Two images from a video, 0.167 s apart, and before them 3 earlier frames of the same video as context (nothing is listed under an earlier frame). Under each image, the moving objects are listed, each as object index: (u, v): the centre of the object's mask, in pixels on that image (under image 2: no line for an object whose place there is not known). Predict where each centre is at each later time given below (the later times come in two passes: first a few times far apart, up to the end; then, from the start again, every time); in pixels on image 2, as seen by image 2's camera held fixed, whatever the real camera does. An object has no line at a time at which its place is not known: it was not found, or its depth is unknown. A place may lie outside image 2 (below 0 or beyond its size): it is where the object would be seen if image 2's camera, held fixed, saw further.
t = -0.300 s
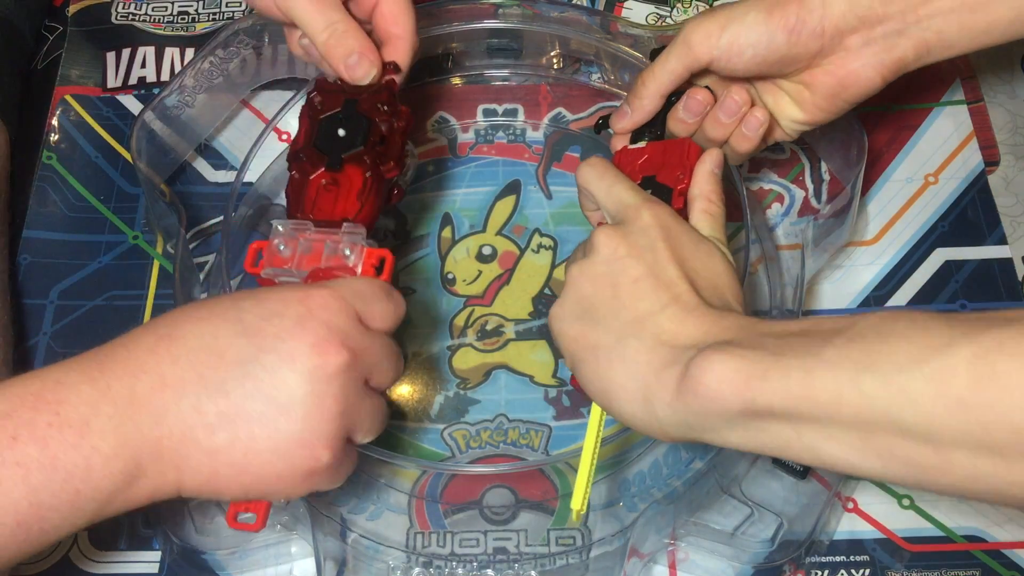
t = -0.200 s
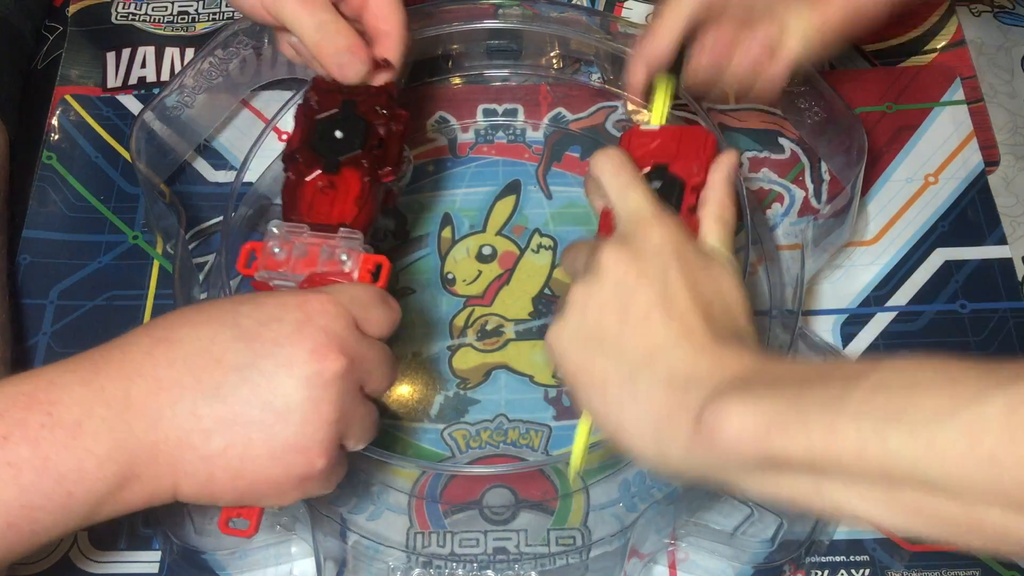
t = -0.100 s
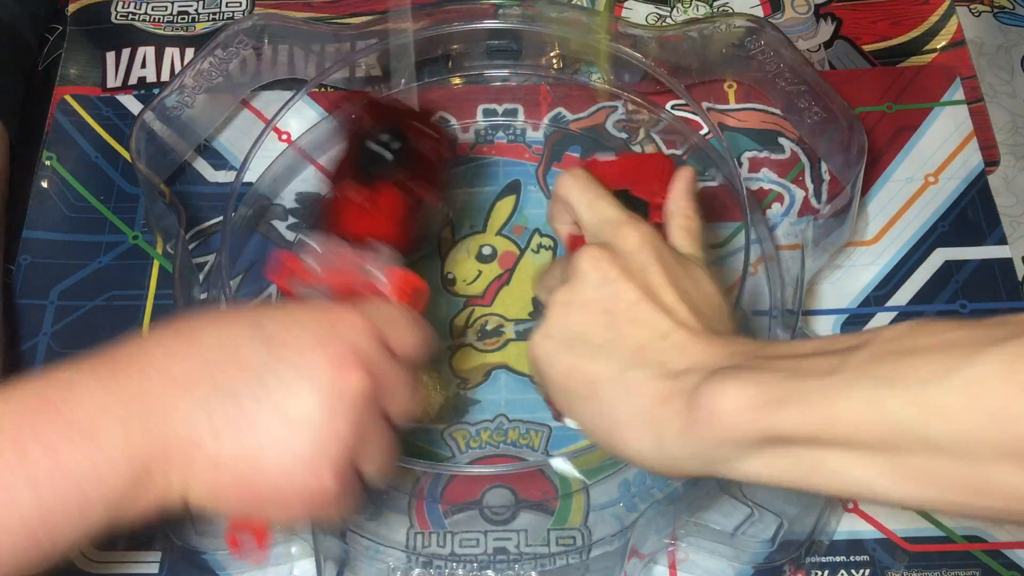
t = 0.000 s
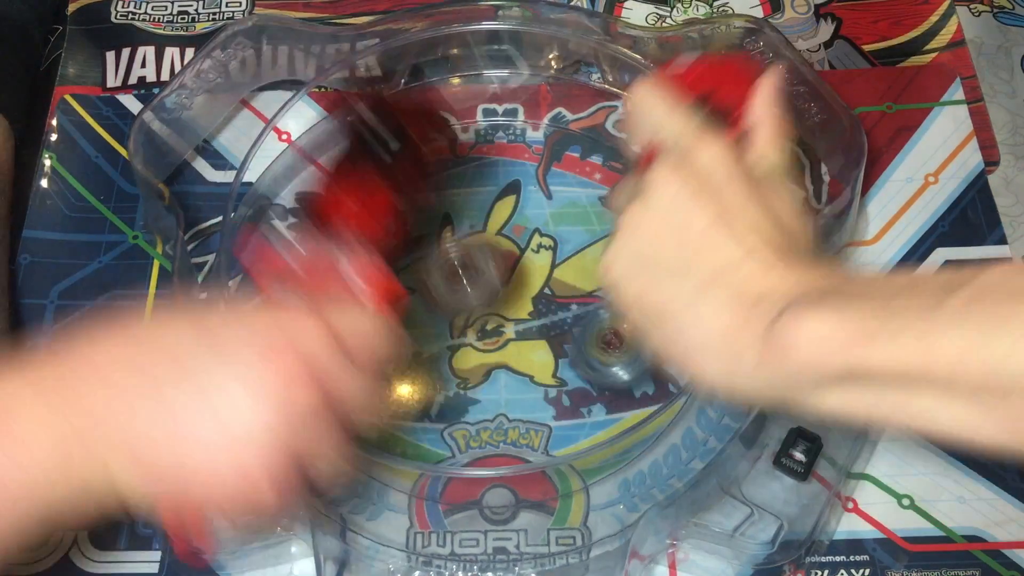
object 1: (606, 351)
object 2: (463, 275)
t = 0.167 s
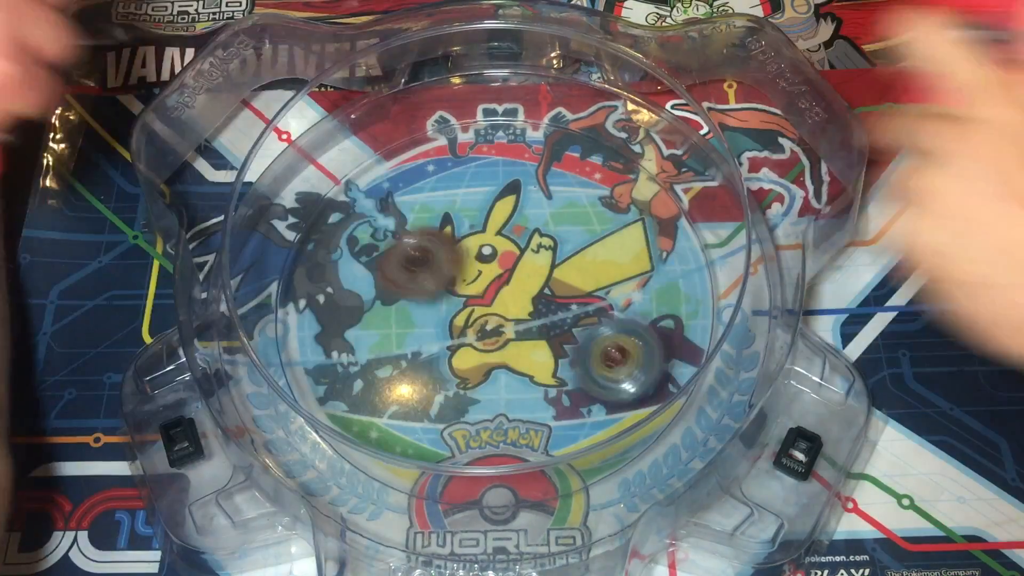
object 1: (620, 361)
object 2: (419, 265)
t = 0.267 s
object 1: (651, 354)
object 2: (378, 220)
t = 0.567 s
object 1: (618, 295)
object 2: (431, 253)
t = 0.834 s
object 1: (555, 311)
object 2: (460, 391)
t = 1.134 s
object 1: (533, 312)
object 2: (504, 409)
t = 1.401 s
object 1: (493, 241)
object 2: (503, 386)
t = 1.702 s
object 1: (361, 258)
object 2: (444, 347)
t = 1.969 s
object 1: (359, 318)
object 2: (475, 354)
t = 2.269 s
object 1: (428, 316)
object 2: (508, 256)
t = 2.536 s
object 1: (464, 284)
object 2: (419, 212)
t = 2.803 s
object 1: (487, 258)
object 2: (382, 299)
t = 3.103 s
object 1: (508, 243)
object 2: (559, 318)
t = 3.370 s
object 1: (507, 238)
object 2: (601, 177)
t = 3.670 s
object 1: (509, 264)
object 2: (438, 171)
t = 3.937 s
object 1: (526, 282)
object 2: (441, 337)
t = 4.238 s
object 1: (528, 293)
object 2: (660, 330)
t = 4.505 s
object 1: (518, 304)
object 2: (631, 194)
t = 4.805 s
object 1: (502, 309)
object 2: (430, 249)
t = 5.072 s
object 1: (489, 313)
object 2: (431, 398)
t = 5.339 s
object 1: (474, 302)
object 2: (583, 385)
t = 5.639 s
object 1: (453, 290)
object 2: (541, 241)
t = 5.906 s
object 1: (424, 301)
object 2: (434, 207)
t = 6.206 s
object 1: (448, 339)
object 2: (399, 268)
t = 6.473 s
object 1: (501, 354)
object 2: (454, 272)
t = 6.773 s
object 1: (539, 358)
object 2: (505, 223)
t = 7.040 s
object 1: (554, 344)
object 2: (514, 197)
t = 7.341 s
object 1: (545, 316)
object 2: (523, 221)
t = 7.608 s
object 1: (523, 331)
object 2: (524, 223)
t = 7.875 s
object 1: (478, 381)
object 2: (540, 192)
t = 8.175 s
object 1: (478, 371)
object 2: (512, 223)
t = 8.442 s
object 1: (436, 399)
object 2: (532, 222)
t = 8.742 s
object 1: (455, 387)
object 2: (510, 233)
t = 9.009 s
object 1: (460, 396)
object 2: (510, 231)
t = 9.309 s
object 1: (501, 366)
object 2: (492, 231)
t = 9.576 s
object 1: (546, 350)
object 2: (478, 235)
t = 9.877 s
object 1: (567, 332)
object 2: (457, 266)
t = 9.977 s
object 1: (567, 325)
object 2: (462, 283)
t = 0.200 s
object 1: (632, 361)
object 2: (403, 245)
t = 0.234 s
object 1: (643, 360)
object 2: (390, 232)
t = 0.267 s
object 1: (651, 354)
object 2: (378, 220)
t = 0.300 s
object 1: (657, 347)
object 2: (369, 209)
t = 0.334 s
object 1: (660, 341)
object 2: (366, 203)
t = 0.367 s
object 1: (662, 333)
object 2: (365, 200)
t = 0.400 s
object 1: (660, 325)
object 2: (369, 200)
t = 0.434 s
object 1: (655, 318)
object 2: (377, 205)
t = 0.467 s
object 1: (649, 311)
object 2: (387, 212)
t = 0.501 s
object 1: (641, 305)
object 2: (400, 223)
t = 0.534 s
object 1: (630, 299)
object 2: (416, 237)
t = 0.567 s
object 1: (618, 295)
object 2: (431, 253)
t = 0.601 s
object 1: (604, 294)
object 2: (447, 272)
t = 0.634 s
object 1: (588, 292)
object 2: (463, 290)
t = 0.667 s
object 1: (573, 294)
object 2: (476, 312)
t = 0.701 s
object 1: (571, 294)
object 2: (473, 329)
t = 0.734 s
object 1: (568, 298)
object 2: (468, 347)
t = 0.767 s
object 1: (564, 302)
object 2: (463, 364)
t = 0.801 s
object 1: (560, 306)
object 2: (460, 378)
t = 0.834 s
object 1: (555, 311)
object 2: (460, 391)
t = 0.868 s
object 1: (550, 315)
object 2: (463, 401)
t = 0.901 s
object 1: (546, 319)
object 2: (467, 408)
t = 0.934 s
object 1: (542, 323)
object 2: (473, 411)
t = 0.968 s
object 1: (536, 328)
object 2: (482, 411)
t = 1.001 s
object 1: (532, 331)
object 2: (490, 409)
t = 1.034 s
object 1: (533, 327)
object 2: (493, 412)
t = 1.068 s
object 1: (535, 321)
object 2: (495, 415)
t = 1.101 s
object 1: (534, 316)
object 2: (499, 414)
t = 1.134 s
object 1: (533, 312)
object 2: (504, 409)
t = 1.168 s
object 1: (531, 311)
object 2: (511, 402)
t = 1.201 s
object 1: (527, 309)
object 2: (516, 393)
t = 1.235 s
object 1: (526, 298)
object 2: (516, 392)
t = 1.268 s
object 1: (524, 281)
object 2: (515, 395)
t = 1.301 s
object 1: (520, 265)
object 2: (513, 396)
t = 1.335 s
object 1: (515, 254)
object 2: (511, 394)
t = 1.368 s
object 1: (505, 246)
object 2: (507, 390)
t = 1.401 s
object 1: (493, 241)
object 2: (503, 386)
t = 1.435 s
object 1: (478, 236)
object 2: (498, 377)
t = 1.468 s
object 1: (461, 236)
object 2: (492, 369)
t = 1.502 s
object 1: (444, 236)
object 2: (485, 360)
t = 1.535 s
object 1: (431, 241)
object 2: (477, 352)
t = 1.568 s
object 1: (416, 248)
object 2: (467, 344)
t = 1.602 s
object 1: (402, 256)
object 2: (457, 337)
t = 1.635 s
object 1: (391, 263)
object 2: (445, 330)
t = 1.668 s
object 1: (375, 259)
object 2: (443, 338)
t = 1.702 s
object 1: (361, 258)
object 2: (444, 347)
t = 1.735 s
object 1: (350, 260)
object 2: (445, 354)
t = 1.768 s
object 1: (341, 267)
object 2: (446, 359)
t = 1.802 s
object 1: (336, 275)
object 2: (449, 364)
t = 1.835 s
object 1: (335, 284)
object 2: (452, 366)
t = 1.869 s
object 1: (337, 292)
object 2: (457, 367)
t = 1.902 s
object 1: (343, 302)
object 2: (462, 365)
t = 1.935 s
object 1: (350, 311)
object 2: (469, 361)
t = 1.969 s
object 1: (359, 318)
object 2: (475, 354)
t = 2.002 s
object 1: (370, 324)
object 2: (479, 347)
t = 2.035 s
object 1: (382, 327)
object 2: (481, 339)
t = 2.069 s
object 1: (390, 328)
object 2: (486, 328)
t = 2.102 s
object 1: (394, 328)
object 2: (497, 318)
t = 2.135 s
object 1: (399, 326)
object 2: (506, 307)
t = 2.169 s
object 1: (406, 324)
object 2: (511, 295)
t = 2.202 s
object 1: (412, 321)
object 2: (513, 282)
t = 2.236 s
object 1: (420, 319)
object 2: (511, 268)
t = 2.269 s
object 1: (428, 316)
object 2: (508, 256)
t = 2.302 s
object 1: (436, 314)
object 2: (501, 244)
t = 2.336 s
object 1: (442, 310)
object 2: (491, 233)
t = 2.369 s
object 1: (447, 307)
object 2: (479, 224)
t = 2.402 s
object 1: (452, 303)
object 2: (465, 216)
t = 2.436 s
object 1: (456, 298)
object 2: (454, 211)
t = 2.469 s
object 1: (459, 293)
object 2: (442, 208)
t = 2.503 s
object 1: (461, 288)
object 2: (429, 208)
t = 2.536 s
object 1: (464, 284)
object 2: (419, 212)
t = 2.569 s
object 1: (466, 279)
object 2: (408, 217)
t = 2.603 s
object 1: (468, 275)
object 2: (400, 224)
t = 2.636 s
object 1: (471, 273)
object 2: (392, 233)
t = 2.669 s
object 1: (475, 269)
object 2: (385, 242)
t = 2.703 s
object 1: (478, 266)
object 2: (379, 253)
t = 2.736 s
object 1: (481, 264)
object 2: (375, 269)
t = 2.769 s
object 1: (483, 261)
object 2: (378, 283)
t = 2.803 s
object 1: (487, 258)
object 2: (382, 299)
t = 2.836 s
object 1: (489, 256)
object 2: (393, 314)
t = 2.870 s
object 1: (492, 253)
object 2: (405, 328)
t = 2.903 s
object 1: (494, 251)
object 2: (421, 338)
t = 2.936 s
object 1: (496, 249)
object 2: (442, 345)
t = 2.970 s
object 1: (500, 247)
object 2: (466, 347)
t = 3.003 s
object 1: (502, 245)
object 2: (488, 346)
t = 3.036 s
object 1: (503, 245)
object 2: (515, 340)
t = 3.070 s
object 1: (506, 244)
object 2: (538, 330)
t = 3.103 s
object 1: (508, 243)
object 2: (559, 318)
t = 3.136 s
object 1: (510, 241)
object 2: (576, 304)
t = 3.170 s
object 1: (510, 237)
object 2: (594, 288)
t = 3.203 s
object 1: (510, 235)
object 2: (608, 271)
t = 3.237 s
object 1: (510, 234)
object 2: (616, 253)
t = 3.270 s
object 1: (510, 234)
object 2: (618, 233)
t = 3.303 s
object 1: (509, 235)
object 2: (616, 214)
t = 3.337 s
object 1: (508, 236)
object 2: (611, 193)
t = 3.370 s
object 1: (507, 238)
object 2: (601, 177)
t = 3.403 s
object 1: (505, 240)
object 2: (587, 163)
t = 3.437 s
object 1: (504, 243)
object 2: (571, 153)
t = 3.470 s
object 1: (503, 245)
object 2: (554, 146)
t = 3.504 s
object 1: (503, 249)
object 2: (534, 142)
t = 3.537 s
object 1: (503, 252)
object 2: (515, 145)
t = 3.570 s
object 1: (504, 255)
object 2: (496, 147)
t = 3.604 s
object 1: (507, 259)
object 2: (476, 152)
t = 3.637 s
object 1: (508, 261)
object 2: (457, 160)
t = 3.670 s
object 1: (509, 264)
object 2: (438, 171)
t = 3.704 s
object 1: (511, 266)
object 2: (422, 189)
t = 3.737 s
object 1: (513, 268)
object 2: (411, 207)
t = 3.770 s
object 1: (515, 271)
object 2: (403, 228)
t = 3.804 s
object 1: (518, 274)
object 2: (400, 252)
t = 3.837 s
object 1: (521, 276)
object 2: (403, 274)
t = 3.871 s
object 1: (523, 279)
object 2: (411, 296)
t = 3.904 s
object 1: (524, 281)
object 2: (424, 318)
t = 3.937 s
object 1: (526, 282)
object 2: (441, 337)
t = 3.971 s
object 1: (527, 283)
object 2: (463, 354)
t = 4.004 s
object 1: (528, 284)
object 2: (488, 367)
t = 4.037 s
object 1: (529, 286)
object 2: (519, 376)
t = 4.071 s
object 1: (529, 287)
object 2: (547, 381)
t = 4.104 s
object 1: (529, 288)
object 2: (575, 378)
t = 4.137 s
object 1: (529, 289)
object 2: (600, 372)
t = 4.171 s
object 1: (529, 291)
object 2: (625, 364)
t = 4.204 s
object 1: (528, 291)
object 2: (644, 347)
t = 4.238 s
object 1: (528, 293)
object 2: (660, 330)
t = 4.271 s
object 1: (527, 293)
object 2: (670, 314)
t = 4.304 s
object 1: (526, 295)
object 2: (677, 293)
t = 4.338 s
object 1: (524, 296)
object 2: (680, 275)
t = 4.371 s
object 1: (523, 297)
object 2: (678, 254)
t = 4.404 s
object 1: (522, 299)
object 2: (672, 235)
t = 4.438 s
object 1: (521, 301)
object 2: (663, 221)
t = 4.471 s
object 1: (520, 302)
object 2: (649, 206)
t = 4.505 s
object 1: (518, 304)
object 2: (631, 194)
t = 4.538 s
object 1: (517, 304)
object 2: (613, 186)
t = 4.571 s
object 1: (515, 305)
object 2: (591, 180)
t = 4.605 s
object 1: (514, 306)
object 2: (564, 179)
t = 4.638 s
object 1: (512, 306)
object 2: (537, 185)
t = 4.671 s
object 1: (511, 307)
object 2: (513, 191)
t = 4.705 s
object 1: (509, 308)
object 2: (490, 199)
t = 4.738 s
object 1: (507, 308)
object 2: (465, 213)
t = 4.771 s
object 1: (504, 308)
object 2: (447, 229)
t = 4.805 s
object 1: (502, 309)
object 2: (430, 249)
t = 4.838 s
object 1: (501, 309)
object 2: (415, 271)
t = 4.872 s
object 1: (502, 311)
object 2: (405, 289)
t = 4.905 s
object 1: (501, 313)
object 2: (399, 310)
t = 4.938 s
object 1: (499, 313)
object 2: (397, 331)
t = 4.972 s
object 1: (496, 313)
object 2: (400, 351)
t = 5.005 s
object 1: (494, 313)
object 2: (406, 369)
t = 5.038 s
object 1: (492, 313)
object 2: (417, 386)
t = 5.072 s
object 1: (489, 313)
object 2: (431, 398)
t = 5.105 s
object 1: (487, 311)
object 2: (449, 409)
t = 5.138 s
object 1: (485, 311)
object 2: (467, 416)
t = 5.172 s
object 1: (483, 309)
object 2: (486, 420)
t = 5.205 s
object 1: (480, 308)
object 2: (508, 420)
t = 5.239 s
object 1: (479, 307)
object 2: (528, 418)
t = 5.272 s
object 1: (477, 306)
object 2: (549, 411)
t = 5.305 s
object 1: (476, 304)
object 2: (567, 399)
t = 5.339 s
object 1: (474, 302)
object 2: (583, 385)
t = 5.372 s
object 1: (473, 302)
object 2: (592, 370)
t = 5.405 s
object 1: (471, 300)
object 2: (596, 356)
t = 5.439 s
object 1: (470, 299)
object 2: (597, 338)
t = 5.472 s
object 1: (468, 297)
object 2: (593, 321)
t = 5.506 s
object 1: (467, 295)
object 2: (589, 302)
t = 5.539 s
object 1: (465, 293)
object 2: (581, 287)
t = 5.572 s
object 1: (464, 292)
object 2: (568, 270)
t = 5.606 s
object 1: (462, 290)
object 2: (552, 256)
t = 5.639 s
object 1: (453, 290)
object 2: (541, 241)
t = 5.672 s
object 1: (444, 290)
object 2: (534, 228)
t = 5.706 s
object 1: (439, 290)
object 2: (525, 217)
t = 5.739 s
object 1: (437, 290)
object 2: (511, 210)
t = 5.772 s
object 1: (434, 290)
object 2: (497, 206)
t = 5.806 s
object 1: (431, 289)
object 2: (481, 204)
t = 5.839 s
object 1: (430, 289)
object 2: (463, 206)
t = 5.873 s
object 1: (427, 291)
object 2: (447, 209)
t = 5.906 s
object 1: (424, 301)
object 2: (434, 207)
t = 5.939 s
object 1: (421, 308)
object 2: (423, 208)
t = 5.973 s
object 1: (421, 314)
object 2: (415, 212)
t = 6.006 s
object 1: (422, 315)
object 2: (406, 221)
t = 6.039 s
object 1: (424, 318)
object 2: (400, 231)
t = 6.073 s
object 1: (428, 320)
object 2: (396, 244)
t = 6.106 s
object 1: (433, 327)
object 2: (394, 251)
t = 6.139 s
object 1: (437, 331)
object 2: (395, 259)
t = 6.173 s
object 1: (442, 335)
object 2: (397, 264)
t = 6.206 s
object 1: (448, 339)
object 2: (399, 268)
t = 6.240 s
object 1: (453, 341)
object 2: (403, 272)
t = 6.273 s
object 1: (462, 348)
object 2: (408, 272)
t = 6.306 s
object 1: (470, 353)
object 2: (413, 271)
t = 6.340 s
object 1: (477, 356)
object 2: (419, 271)
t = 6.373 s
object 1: (483, 356)
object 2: (427, 271)
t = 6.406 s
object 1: (490, 356)
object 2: (436, 271)
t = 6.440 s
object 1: (495, 355)
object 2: (444, 271)
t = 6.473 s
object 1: (501, 354)
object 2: (454, 272)
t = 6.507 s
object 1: (506, 352)
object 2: (464, 273)
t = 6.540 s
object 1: (510, 350)
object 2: (472, 272)
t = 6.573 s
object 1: (514, 348)
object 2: (479, 273)
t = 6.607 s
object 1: (518, 346)
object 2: (484, 272)
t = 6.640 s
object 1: (523, 349)
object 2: (491, 265)
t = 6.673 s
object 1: (528, 355)
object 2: (496, 251)
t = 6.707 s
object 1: (532, 357)
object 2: (499, 240)
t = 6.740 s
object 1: (535, 358)
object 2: (502, 231)
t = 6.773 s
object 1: (539, 358)
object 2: (505, 223)
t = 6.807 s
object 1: (542, 357)
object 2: (507, 217)
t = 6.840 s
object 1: (545, 356)
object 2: (509, 211)
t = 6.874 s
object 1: (547, 354)
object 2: (511, 206)
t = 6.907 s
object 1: (549, 352)
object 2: (512, 202)
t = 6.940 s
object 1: (551, 350)
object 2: (512, 200)
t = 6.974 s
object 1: (553, 348)
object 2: (513, 198)
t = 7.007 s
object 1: (554, 347)
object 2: (513, 197)
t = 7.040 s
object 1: (554, 344)
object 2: (514, 197)
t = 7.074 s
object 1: (555, 342)
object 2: (514, 196)
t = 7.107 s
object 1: (554, 339)
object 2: (515, 197)
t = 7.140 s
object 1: (554, 336)
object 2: (515, 199)
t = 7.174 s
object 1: (553, 334)
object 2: (517, 201)
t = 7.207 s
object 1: (551, 331)
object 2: (518, 204)
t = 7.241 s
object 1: (550, 327)
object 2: (518, 207)
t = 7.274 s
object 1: (549, 324)
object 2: (520, 211)
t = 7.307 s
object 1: (547, 320)
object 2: (521, 216)
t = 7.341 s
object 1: (545, 316)
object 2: (523, 221)
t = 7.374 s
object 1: (542, 313)
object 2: (524, 225)
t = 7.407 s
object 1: (540, 312)
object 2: (526, 227)
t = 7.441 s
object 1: (537, 323)
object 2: (528, 221)
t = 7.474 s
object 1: (532, 331)
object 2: (529, 218)
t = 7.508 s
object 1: (529, 334)
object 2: (528, 217)
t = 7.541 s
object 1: (526, 333)
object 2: (527, 218)
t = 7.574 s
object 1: (524, 332)
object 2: (526, 220)
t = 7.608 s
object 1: (523, 331)
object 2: (524, 223)
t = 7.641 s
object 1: (522, 328)
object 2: (525, 229)
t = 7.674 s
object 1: (520, 326)
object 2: (524, 235)
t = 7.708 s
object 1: (518, 324)
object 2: (525, 241)
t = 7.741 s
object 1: (510, 337)
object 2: (529, 231)
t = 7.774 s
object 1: (497, 355)
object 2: (536, 215)
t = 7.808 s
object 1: (487, 370)
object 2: (541, 204)
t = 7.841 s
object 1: (480, 377)
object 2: (541, 197)
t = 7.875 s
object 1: (478, 381)
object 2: (540, 192)
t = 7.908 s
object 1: (475, 381)
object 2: (537, 190)
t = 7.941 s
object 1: (476, 382)
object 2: (534, 188)
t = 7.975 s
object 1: (476, 382)
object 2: (530, 190)
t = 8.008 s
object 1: (476, 381)
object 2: (527, 193)
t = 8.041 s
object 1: (476, 380)
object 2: (524, 197)
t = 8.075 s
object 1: (477, 378)
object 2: (521, 201)
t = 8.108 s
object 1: (476, 376)
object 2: (518, 207)
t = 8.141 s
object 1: (477, 373)
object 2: (515, 215)
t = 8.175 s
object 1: (478, 371)
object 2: (512, 223)
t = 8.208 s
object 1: (479, 367)
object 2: (510, 233)
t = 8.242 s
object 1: (479, 363)
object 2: (508, 243)
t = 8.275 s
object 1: (479, 359)
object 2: (506, 254)
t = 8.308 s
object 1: (478, 354)
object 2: (504, 264)
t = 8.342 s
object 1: (479, 351)
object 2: (503, 271)
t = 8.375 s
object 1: (464, 371)
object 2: (516, 255)
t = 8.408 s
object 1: (450, 388)
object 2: (526, 238)
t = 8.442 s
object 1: (436, 399)
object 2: (532, 222)
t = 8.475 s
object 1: (431, 404)
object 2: (539, 215)
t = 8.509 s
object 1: (430, 405)
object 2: (541, 210)
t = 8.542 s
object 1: (431, 404)
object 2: (541, 208)
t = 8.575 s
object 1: (434, 404)
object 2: (538, 207)
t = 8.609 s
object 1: (438, 401)
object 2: (534, 209)
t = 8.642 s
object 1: (441, 398)
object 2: (529, 213)
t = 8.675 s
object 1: (446, 395)
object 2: (523, 219)
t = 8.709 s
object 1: (450, 391)
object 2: (517, 225)
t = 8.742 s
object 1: (455, 387)
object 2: (510, 233)
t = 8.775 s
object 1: (457, 382)
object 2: (504, 243)
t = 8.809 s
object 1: (462, 377)
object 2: (499, 253)
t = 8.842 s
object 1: (465, 372)
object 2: (494, 262)
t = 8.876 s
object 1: (469, 366)
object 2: (491, 271)
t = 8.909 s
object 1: (471, 363)
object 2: (490, 278)
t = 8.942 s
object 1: (467, 379)
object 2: (498, 260)
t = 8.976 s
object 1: (462, 389)
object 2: (505, 244)
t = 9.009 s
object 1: (460, 396)
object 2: (510, 231)
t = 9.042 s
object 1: (460, 396)
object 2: (514, 222)
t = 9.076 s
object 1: (463, 394)
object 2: (514, 217)
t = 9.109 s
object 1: (467, 391)
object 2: (511, 214)
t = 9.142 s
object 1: (473, 389)
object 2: (508, 214)
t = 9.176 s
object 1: (479, 385)
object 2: (505, 216)
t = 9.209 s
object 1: (485, 381)
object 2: (502, 219)
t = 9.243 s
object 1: (489, 376)
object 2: (498, 221)
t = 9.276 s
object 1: (495, 371)
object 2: (495, 226)
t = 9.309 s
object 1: (501, 366)
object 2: (492, 231)
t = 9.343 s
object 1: (506, 360)
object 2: (490, 236)
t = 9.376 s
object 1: (510, 354)
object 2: (489, 242)
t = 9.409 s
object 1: (515, 348)
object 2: (488, 248)
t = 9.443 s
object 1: (519, 341)
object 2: (487, 254)
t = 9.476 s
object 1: (525, 334)
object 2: (487, 260)
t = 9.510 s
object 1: (534, 341)
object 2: (484, 252)
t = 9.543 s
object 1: (540, 347)
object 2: (480, 242)
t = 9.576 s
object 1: (546, 350)
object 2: (478, 235)
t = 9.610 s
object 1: (550, 349)
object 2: (474, 232)
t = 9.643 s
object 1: (555, 347)
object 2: (468, 232)
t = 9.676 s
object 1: (558, 345)
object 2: (464, 234)
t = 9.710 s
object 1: (561, 343)
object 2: (461, 238)
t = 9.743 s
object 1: (563, 341)
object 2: (459, 243)
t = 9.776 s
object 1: (565, 339)
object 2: (458, 248)
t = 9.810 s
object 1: (566, 336)
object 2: (457, 254)
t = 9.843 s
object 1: (567, 334)
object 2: (457, 260)
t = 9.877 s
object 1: (567, 332)
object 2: (457, 266)
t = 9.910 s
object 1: (567, 330)
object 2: (459, 272)
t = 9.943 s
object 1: (567, 328)
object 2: (460, 278)
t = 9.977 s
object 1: (567, 325)
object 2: (462, 283)
